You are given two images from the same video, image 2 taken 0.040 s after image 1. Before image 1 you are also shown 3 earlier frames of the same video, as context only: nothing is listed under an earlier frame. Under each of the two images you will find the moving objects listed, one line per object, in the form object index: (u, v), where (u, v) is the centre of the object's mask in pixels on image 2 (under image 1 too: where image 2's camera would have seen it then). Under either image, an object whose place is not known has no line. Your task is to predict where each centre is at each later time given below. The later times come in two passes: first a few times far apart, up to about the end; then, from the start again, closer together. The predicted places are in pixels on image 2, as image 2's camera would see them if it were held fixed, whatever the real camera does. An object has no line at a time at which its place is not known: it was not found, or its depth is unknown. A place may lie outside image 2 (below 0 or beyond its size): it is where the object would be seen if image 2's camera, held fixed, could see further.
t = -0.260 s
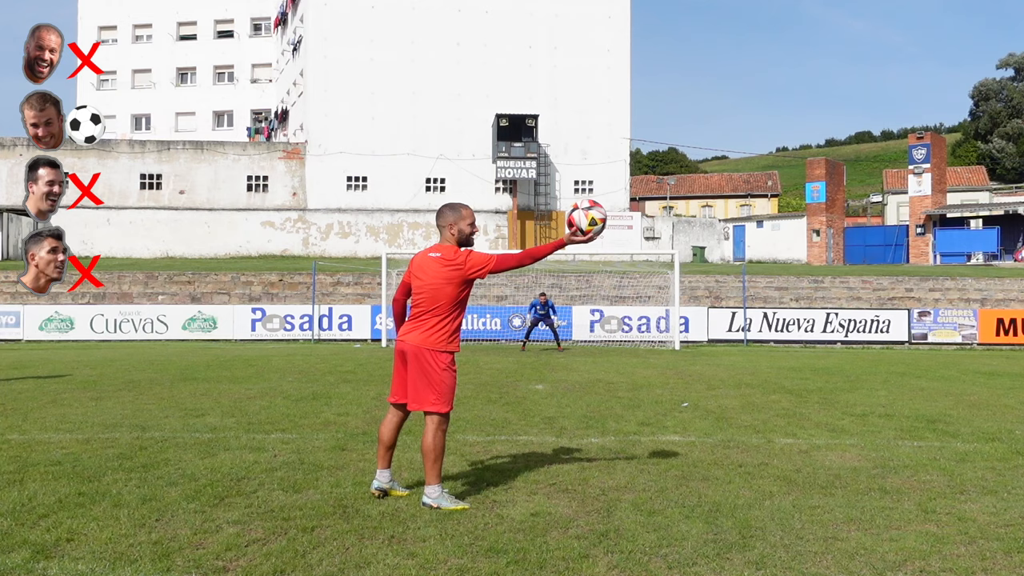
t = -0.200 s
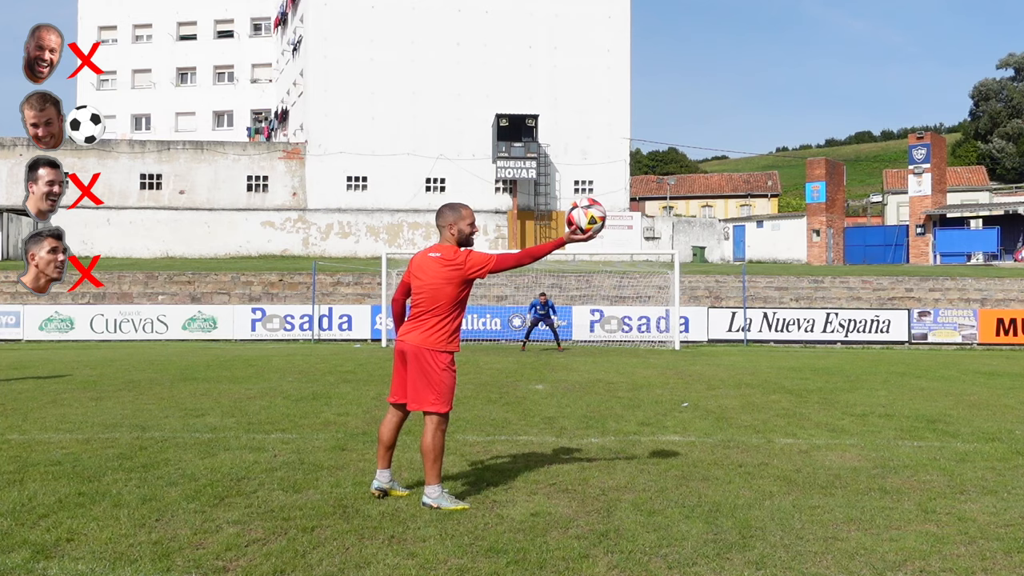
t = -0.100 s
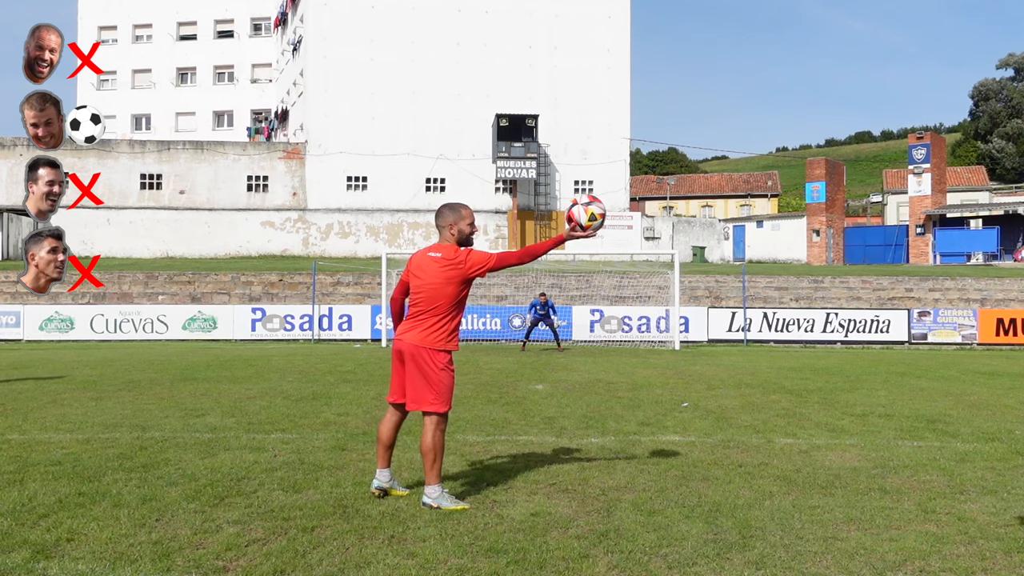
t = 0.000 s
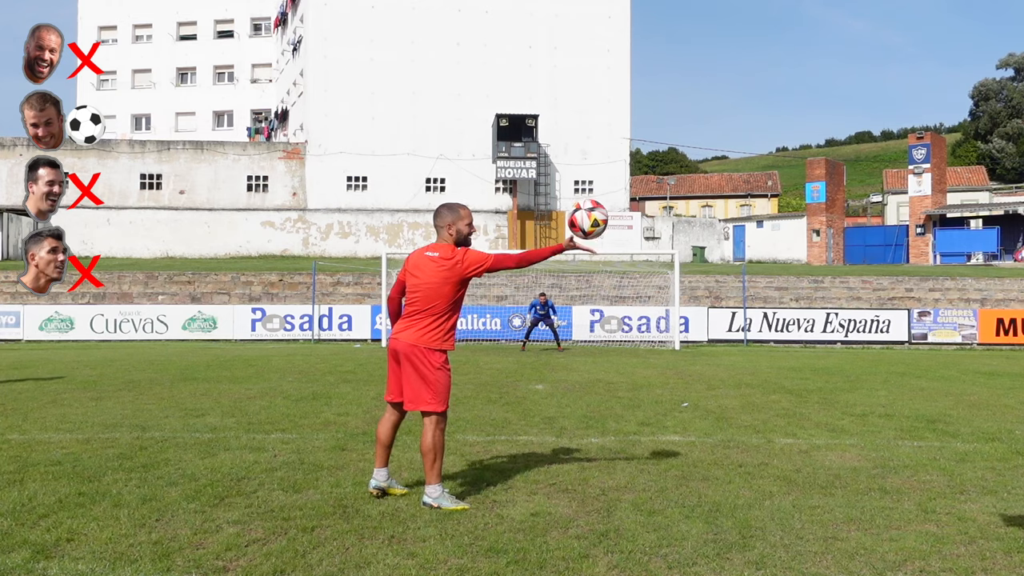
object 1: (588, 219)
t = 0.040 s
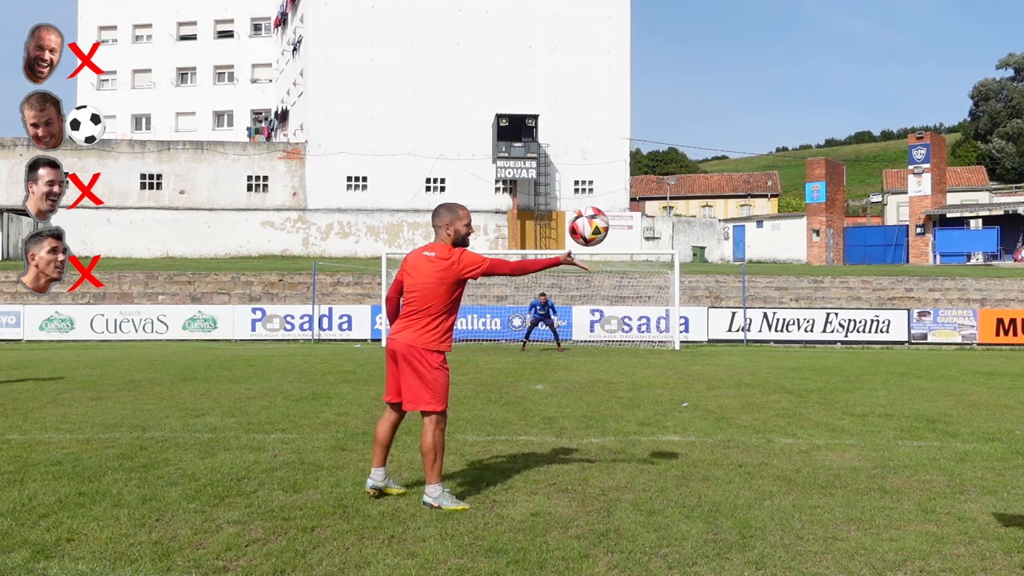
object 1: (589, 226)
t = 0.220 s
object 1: (592, 294)
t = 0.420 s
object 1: (595, 439)
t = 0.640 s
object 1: (593, 397)
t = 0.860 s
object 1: (587, 331)
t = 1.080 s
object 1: (581, 351)
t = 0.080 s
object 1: (590, 236)
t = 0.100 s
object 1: (590, 242)
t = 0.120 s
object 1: (590, 249)
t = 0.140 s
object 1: (591, 256)
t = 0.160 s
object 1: (591, 265)
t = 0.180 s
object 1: (591, 273)
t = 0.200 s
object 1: (592, 283)
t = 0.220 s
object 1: (592, 294)
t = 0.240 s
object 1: (592, 305)
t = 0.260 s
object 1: (593, 317)
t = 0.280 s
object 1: (593, 330)
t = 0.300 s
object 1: (594, 343)
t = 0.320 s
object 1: (594, 358)
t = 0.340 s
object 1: (594, 372)
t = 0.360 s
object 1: (594, 388)
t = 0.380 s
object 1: (595, 404)
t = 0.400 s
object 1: (595, 421)
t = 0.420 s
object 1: (595, 439)
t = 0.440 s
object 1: (596, 458)
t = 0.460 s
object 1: (596, 477)
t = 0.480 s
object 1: (597, 497)
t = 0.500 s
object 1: (596, 485)
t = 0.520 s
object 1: (596, 469)
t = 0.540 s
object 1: (595, 455)
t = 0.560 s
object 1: (594, 442)
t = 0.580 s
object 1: (594, 429)
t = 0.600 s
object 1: (594, 418)
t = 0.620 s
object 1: (593, 407)
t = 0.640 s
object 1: (593, 397)
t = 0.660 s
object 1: (592, 387)
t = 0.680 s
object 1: (592, 378)
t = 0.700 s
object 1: (591, 370)
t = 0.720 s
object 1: (591, 363)
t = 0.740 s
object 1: (590, 356)
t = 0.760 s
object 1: (590, 350)
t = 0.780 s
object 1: (589, 345)
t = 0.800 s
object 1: (589, 340)
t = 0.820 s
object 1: (588, 336)
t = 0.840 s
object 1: (588, 334)
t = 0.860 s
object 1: (587, 331)
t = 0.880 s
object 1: (586, 329)
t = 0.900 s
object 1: (586, 329)
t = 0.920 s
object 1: (585, 328)
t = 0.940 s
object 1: (585, 328)
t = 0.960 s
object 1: (584, 330)
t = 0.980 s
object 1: (584, 331)
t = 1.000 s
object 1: (584, 333)
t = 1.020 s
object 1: (583, 337)
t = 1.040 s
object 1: (583, 341)
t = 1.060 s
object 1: (582, 346)
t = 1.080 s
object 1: (581, 351)
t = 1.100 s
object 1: (581, 357)
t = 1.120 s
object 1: (580, 364)
